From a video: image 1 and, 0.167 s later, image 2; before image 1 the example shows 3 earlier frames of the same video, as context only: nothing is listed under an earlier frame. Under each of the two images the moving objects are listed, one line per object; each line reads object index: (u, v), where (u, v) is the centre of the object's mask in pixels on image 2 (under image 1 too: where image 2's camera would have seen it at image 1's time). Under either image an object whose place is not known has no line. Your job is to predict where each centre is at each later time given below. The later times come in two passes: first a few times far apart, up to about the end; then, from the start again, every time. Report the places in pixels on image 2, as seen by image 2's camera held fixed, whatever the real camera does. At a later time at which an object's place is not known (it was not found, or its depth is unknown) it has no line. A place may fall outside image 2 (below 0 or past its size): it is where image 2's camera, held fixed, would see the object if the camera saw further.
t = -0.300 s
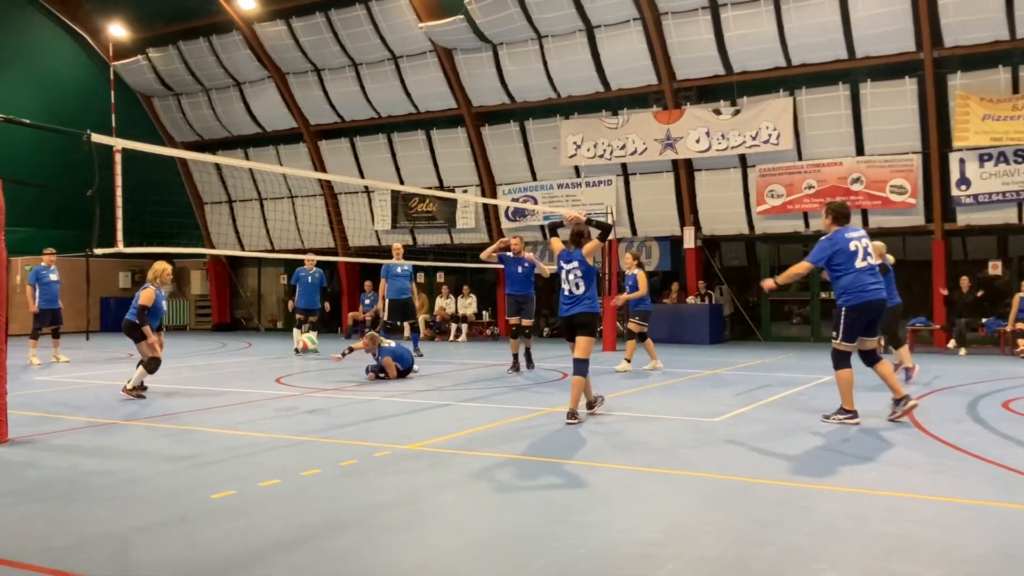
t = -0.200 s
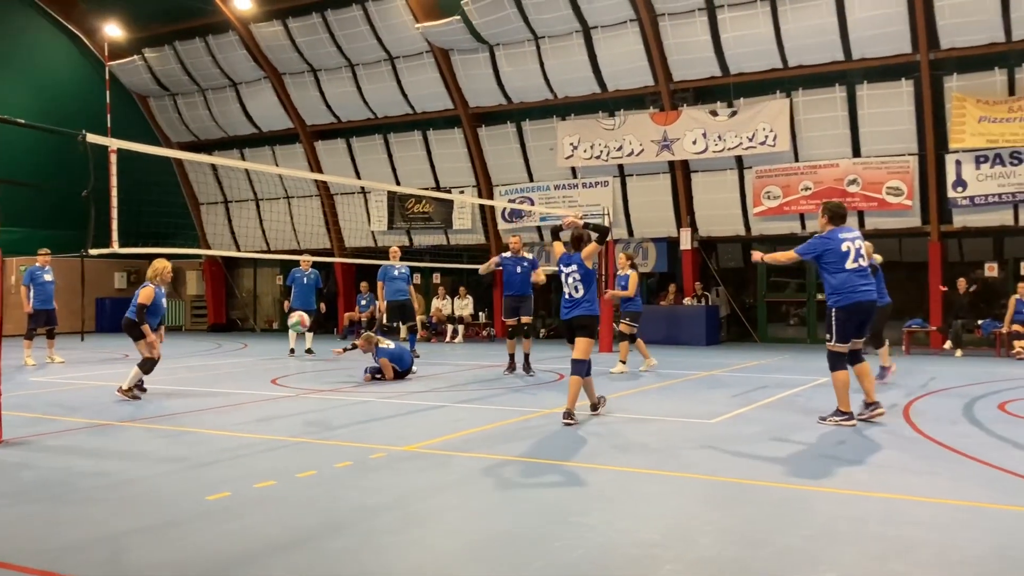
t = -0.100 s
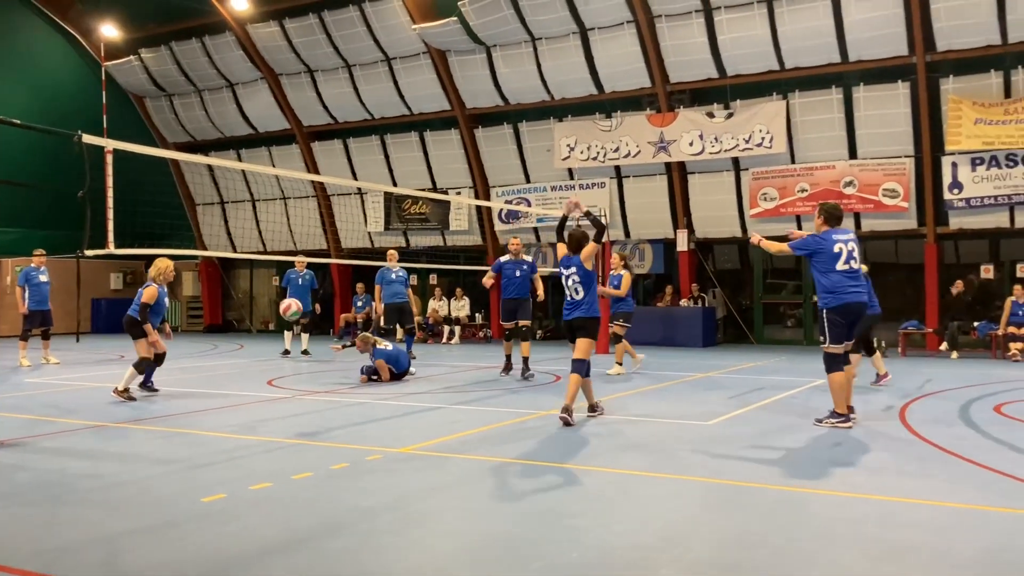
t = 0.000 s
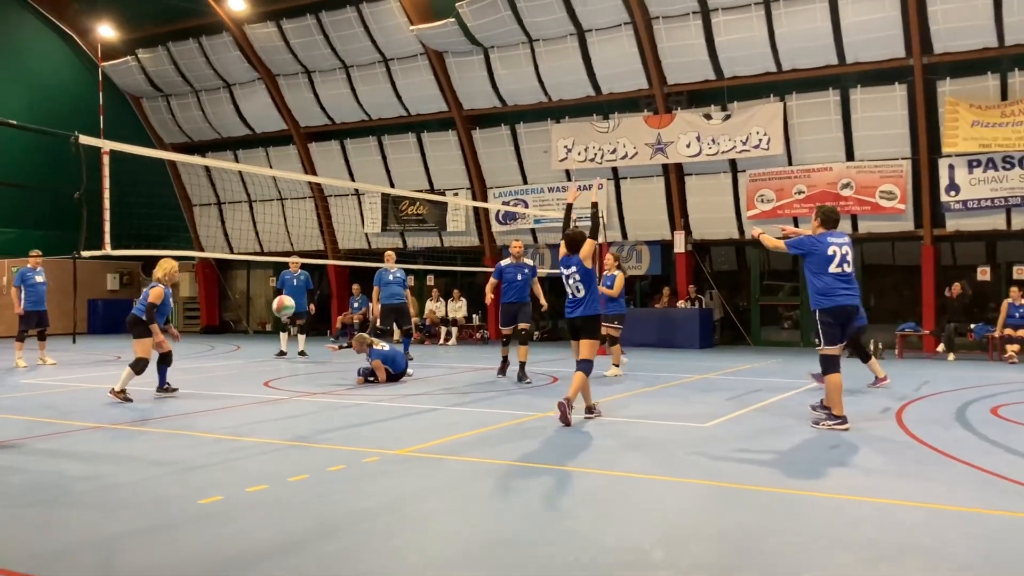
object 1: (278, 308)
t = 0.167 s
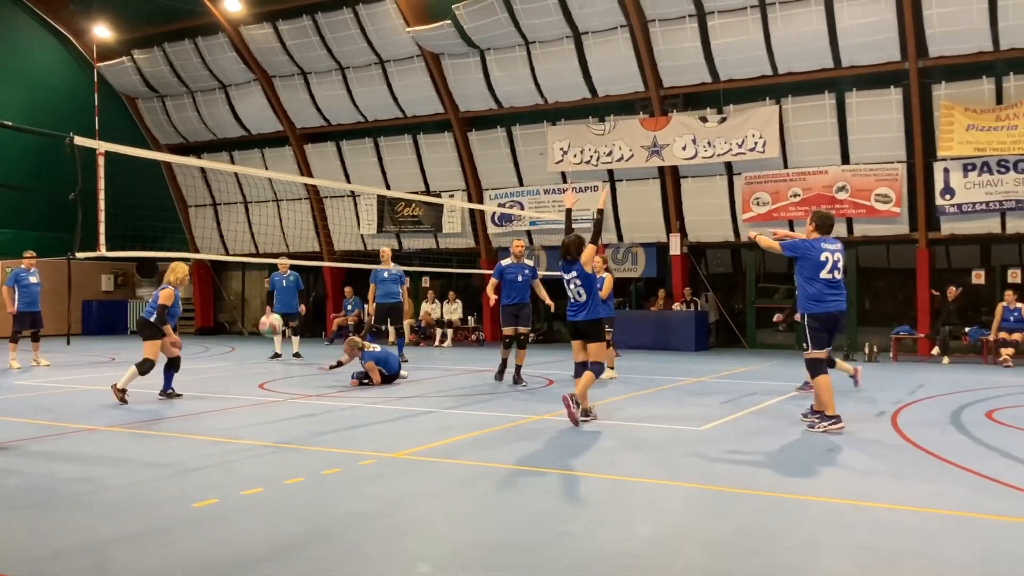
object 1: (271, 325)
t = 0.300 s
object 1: (266, 361)
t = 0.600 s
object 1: (254, 361)
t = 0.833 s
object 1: (244, 342)
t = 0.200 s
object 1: (270, 330)
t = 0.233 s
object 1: (269, 340)
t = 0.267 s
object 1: (266, 350)
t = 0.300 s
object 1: (266, 361)
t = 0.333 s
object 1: (264, 374)
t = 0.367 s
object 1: (262, 388)
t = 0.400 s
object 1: (261, 404)
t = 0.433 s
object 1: (259, 410)
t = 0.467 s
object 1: (258, 398)
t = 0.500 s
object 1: (257, 387)
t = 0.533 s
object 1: (256, 377)
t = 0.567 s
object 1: (255, 368)
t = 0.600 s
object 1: (254, 361)
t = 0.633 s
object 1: (252, 354)
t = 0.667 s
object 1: (251, 349)
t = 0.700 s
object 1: (249, 345)
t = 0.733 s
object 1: (248, 342)
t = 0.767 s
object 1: (247, 341)
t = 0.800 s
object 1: (246, 341)
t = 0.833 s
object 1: (244, 342)
